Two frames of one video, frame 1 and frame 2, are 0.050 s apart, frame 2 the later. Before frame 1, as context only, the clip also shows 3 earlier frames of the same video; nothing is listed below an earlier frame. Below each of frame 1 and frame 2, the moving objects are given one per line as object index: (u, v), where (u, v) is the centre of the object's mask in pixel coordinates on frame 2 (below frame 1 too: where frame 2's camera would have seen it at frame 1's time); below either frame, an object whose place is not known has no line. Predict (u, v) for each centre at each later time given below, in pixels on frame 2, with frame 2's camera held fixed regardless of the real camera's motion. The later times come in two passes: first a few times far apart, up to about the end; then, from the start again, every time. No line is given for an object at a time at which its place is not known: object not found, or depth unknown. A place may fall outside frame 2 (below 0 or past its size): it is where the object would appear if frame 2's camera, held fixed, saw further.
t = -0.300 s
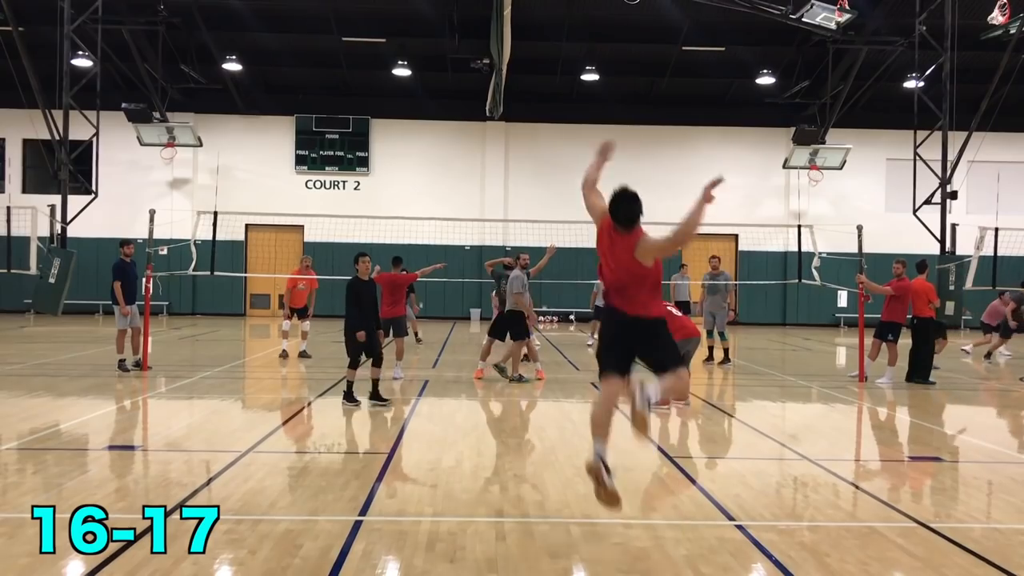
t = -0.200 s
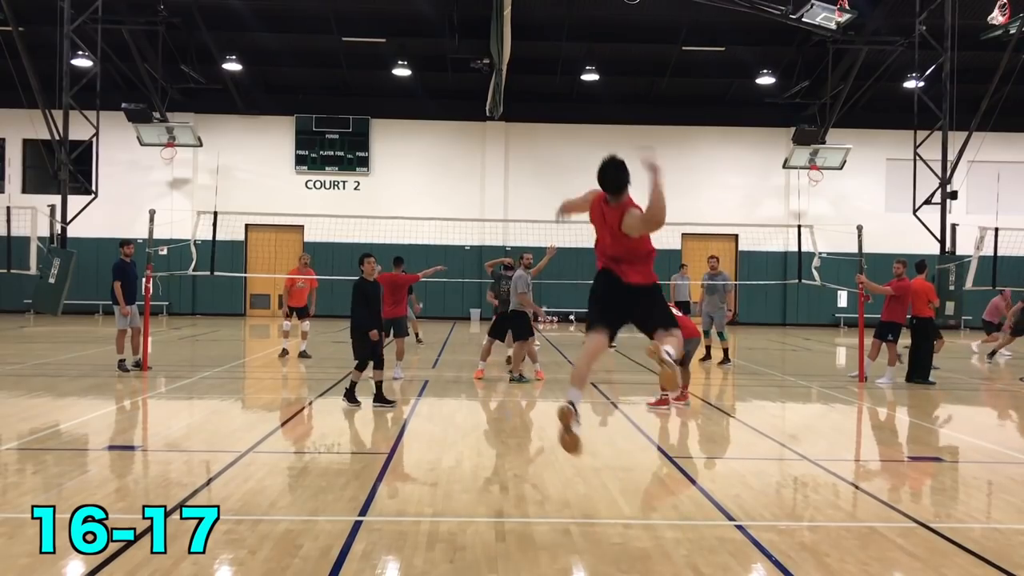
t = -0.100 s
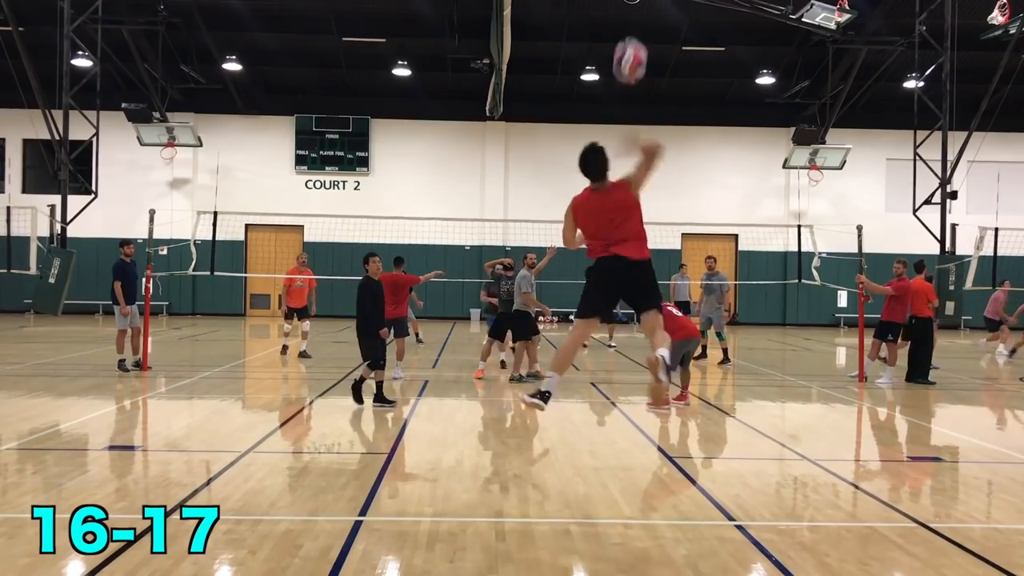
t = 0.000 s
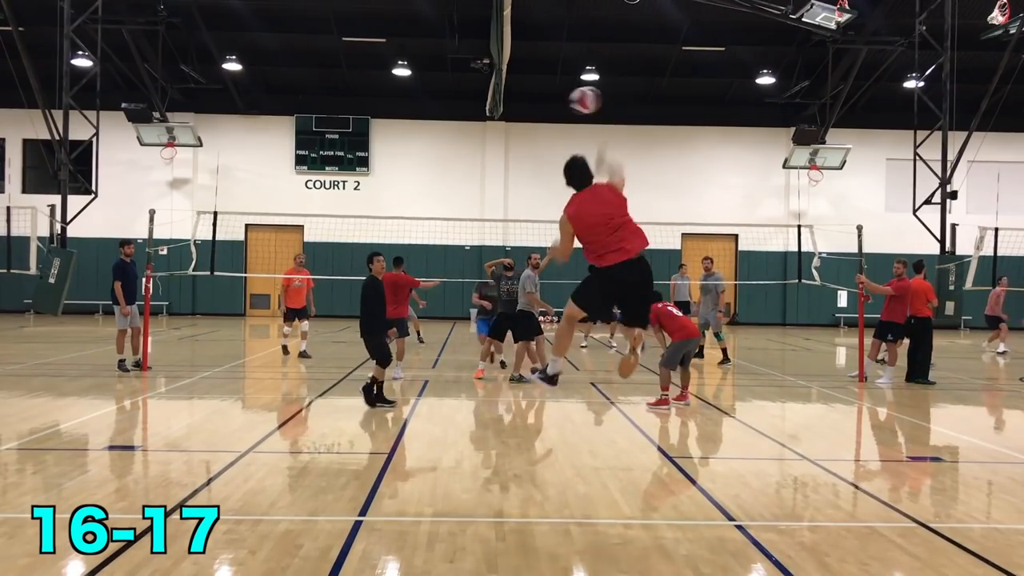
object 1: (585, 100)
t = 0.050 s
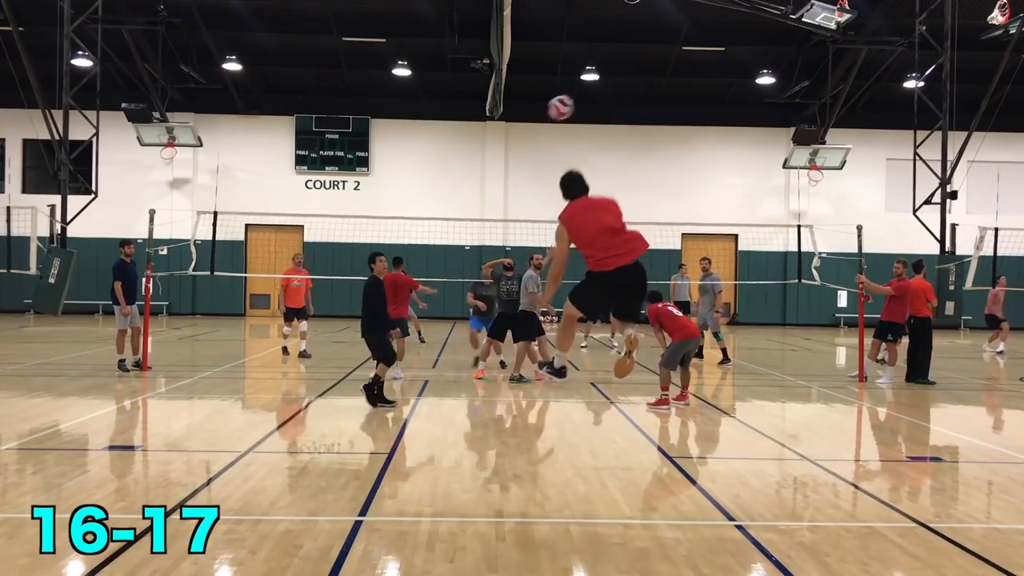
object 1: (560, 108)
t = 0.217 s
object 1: (504, 149)
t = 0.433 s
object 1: (459, 215)
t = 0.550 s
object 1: (442, 253)
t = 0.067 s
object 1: (554, 110)
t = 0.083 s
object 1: (547, 113)
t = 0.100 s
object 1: (541, 117)
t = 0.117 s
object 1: (535, 120)
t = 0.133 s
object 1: (529, 125)
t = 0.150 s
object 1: (524, 129)
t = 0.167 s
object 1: (518, 135)
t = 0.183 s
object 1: (514, 137)
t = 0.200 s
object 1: (508, 144)
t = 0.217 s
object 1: (504, 149)
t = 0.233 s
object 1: (499, 153)
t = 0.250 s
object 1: (495, 158)
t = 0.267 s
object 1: (492, 163)
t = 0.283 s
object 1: (488, 168)
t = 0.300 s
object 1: (484, 173)
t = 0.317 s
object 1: (481, 179)
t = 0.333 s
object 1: (478, 184)
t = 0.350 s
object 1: (474, 189)
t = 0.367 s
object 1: (471, 194)
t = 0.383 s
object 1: (468, 199)
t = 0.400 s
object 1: (465, 204)
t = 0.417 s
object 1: (462, 209)
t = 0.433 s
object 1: (459, 215)
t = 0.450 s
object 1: (457, 221)
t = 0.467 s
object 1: (454, 226)
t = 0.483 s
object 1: (452, 231)
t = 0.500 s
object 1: (449, 237)
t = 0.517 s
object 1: (446, 242)
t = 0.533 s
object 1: (444, 248)
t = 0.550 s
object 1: (442, 253)
